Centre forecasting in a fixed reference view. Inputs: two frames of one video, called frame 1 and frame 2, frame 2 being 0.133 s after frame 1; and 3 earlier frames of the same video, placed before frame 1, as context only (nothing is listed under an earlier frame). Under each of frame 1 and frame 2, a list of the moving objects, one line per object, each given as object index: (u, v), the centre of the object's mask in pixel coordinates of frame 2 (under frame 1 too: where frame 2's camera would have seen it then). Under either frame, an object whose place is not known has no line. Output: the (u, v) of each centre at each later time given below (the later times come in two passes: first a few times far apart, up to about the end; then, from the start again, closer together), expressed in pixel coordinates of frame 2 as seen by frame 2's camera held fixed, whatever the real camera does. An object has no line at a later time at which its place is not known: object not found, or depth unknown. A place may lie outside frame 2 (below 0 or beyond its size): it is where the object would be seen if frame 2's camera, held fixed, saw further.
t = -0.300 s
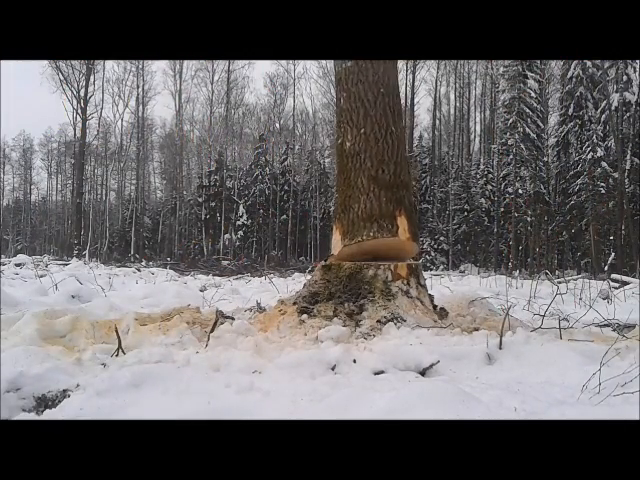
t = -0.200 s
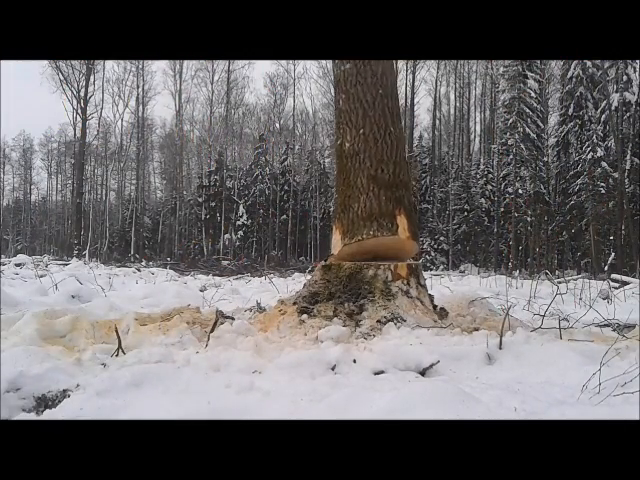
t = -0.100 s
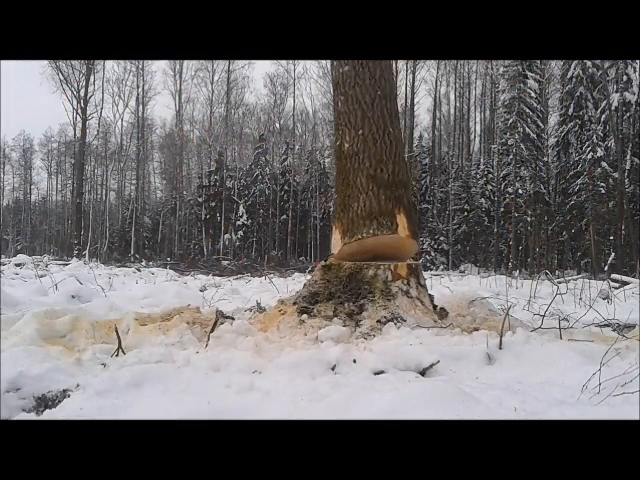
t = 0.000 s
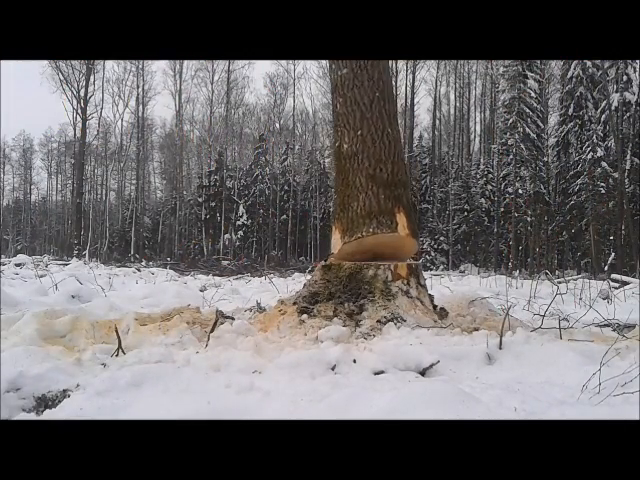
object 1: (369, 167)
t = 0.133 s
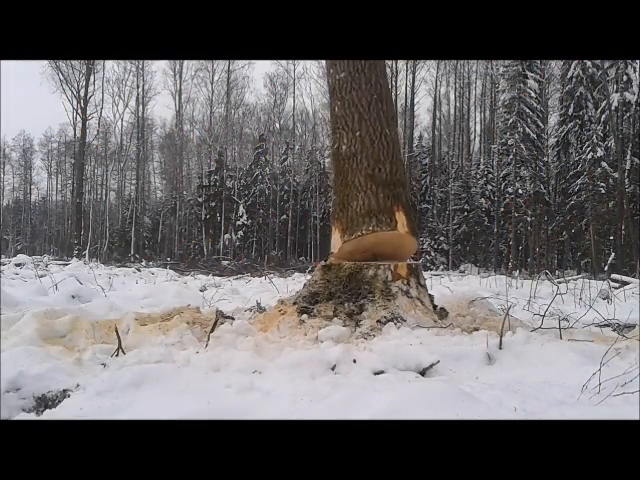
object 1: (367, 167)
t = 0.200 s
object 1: (366, 167)
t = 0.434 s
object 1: (363, 168)
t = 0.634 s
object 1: (360, 169)
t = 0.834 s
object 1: (356, 170)
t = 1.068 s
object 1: (350, 171)
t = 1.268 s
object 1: (343, 172)
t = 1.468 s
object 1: (333, 175)
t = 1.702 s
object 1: (320, 191)
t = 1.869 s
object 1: (305, 215)
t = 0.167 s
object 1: (367, 167)
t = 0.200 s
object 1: (366, 167)
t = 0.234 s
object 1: (366, 167)
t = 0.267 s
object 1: (365, 167)
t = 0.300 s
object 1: (365, 167)
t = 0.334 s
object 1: (365, 168)
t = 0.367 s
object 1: (364, 168)
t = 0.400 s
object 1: (364, 168)
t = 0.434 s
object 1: (363, 168)
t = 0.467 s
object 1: (363, 168)
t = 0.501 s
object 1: (362, 168)
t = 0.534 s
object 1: (361, 168)
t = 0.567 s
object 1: (361, 168)
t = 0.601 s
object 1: (360, 168)
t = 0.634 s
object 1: (360, 169)
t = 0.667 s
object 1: (359, 169)
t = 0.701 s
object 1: (359, 169)
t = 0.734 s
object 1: (358, 169)
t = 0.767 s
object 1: (357, 169)
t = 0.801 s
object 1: (357, 169)
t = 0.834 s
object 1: (356, 170)
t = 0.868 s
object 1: (355, 170)
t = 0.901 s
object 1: (355, 170)
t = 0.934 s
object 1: (354, 170)
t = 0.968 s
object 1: (353, 170)
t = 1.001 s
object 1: (352, 171)
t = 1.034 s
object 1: (351, 171)
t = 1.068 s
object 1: (350, 171)
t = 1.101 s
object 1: (349, 171)
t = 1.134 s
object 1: (348, 171)
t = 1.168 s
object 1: (347, 171)
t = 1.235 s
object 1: (345, 172)
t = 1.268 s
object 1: (343, 172)
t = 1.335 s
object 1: (340, 173)
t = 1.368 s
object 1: (339, 173)
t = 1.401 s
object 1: (337, 174)
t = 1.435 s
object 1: (335, 174)
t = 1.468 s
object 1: (333, 175)
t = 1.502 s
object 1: (331, 176)
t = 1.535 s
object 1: (329, 177)
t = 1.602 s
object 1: (324, 179)
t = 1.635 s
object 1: (322, 182)
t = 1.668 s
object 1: (321, 186)
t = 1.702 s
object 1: (320, 191)
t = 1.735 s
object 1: (318, 193)
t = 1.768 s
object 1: (316, 198)
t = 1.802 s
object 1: (313, 203)
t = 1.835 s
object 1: (311, 209)
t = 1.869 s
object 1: (305, 215)
